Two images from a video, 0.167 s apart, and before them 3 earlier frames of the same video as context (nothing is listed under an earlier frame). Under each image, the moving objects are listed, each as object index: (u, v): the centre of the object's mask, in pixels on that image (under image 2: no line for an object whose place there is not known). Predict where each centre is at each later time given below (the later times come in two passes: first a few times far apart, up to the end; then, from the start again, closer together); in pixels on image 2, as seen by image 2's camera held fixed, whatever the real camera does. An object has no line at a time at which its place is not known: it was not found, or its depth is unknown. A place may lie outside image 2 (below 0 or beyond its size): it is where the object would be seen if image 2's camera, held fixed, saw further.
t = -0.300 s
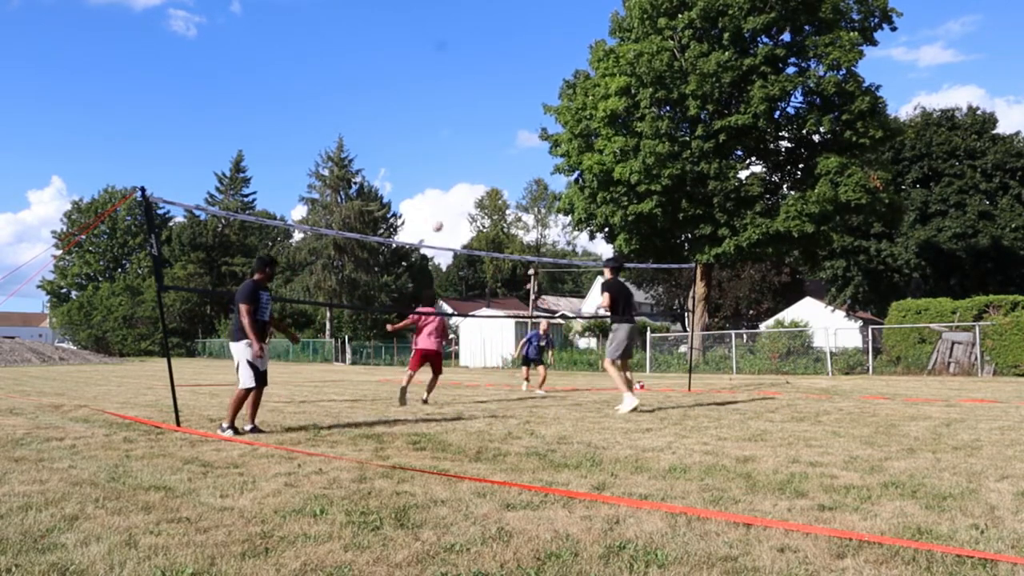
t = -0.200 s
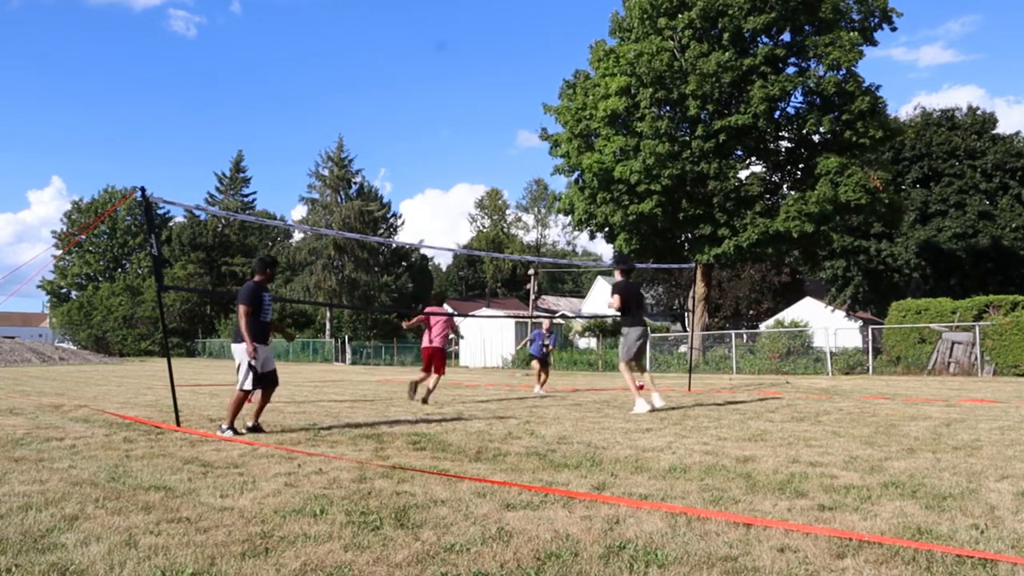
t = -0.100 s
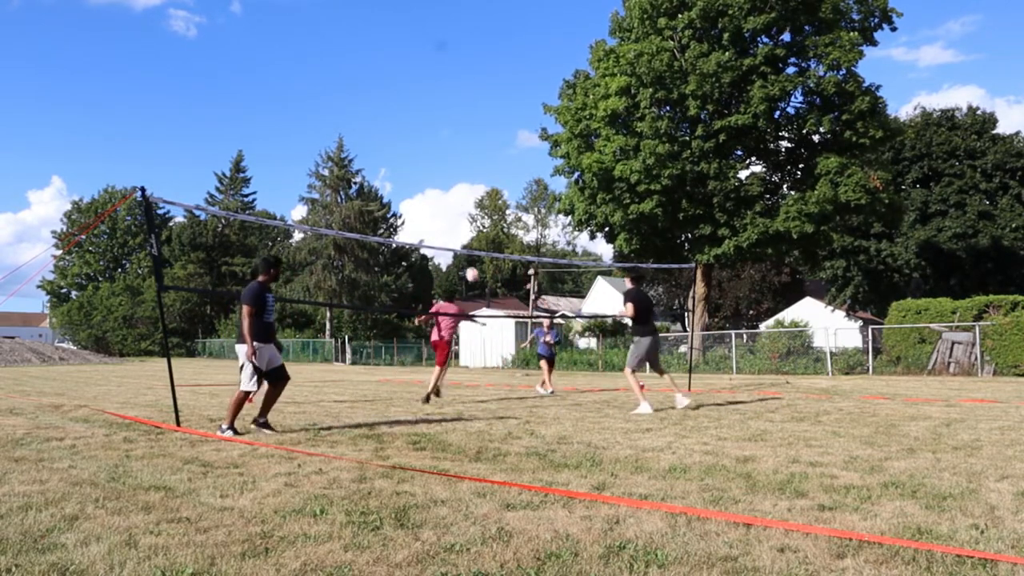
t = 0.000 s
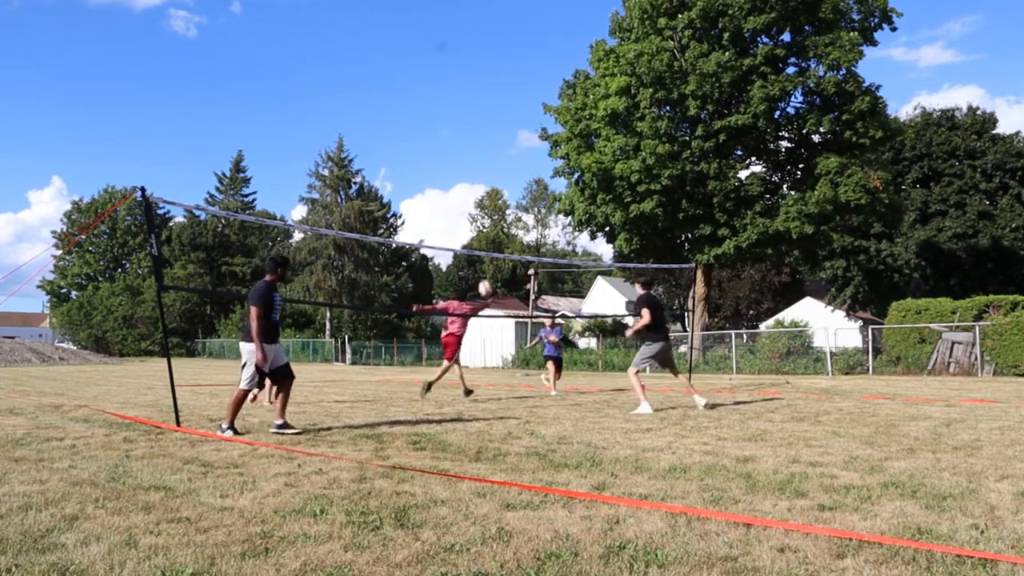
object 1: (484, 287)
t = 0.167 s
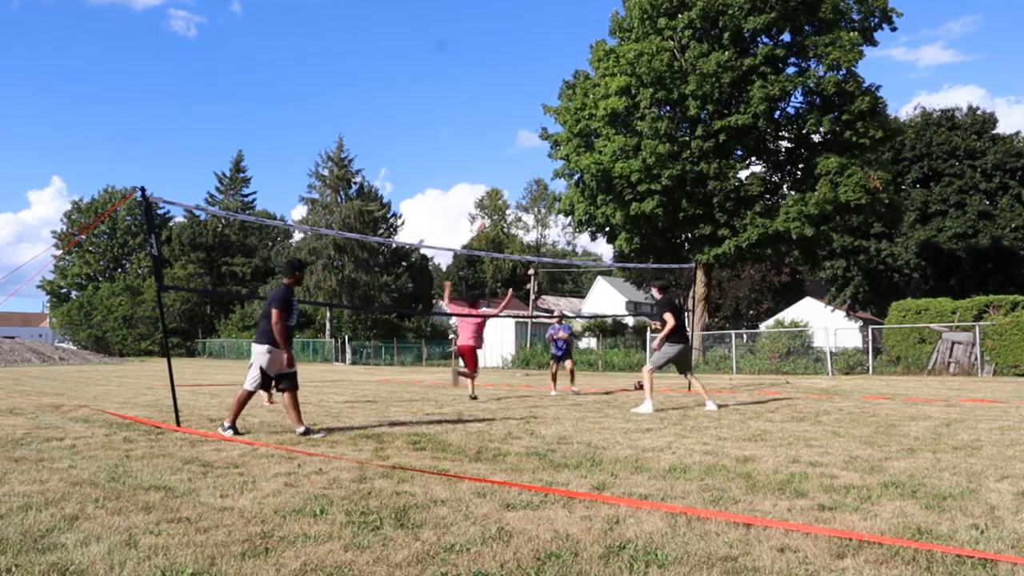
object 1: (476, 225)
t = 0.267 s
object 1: (477, 193)
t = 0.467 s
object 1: (467, 152)
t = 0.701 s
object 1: (458, 132)
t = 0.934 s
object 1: (453, 147)
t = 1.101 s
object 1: (449, 180)
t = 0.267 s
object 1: (477, 193)
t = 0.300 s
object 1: (473, 186)
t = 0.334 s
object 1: (473, 179)
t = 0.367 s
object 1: (471, 171)
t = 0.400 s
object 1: (469, 164)
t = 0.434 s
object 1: (468, 158)
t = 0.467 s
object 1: (467, 152)
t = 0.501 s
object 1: (466, 148)
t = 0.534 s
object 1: (465, 143)
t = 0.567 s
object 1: (464, 140)
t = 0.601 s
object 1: (462, 137)
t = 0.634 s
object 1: (461, 135)
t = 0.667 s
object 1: (460, 133)
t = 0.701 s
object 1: (458, 132)
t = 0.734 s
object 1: (458, 131)
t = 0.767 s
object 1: (457, 133)
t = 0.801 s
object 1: (457, 135)
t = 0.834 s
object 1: (456, 137)
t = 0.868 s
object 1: (455, 139)
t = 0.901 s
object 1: (454, 143)
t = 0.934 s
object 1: (453, 147)
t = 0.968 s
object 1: (452, 152)
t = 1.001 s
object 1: (451, 158)
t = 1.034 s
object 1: (450, 165)
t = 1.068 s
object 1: (450, 172)
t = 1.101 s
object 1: (449, 180)
